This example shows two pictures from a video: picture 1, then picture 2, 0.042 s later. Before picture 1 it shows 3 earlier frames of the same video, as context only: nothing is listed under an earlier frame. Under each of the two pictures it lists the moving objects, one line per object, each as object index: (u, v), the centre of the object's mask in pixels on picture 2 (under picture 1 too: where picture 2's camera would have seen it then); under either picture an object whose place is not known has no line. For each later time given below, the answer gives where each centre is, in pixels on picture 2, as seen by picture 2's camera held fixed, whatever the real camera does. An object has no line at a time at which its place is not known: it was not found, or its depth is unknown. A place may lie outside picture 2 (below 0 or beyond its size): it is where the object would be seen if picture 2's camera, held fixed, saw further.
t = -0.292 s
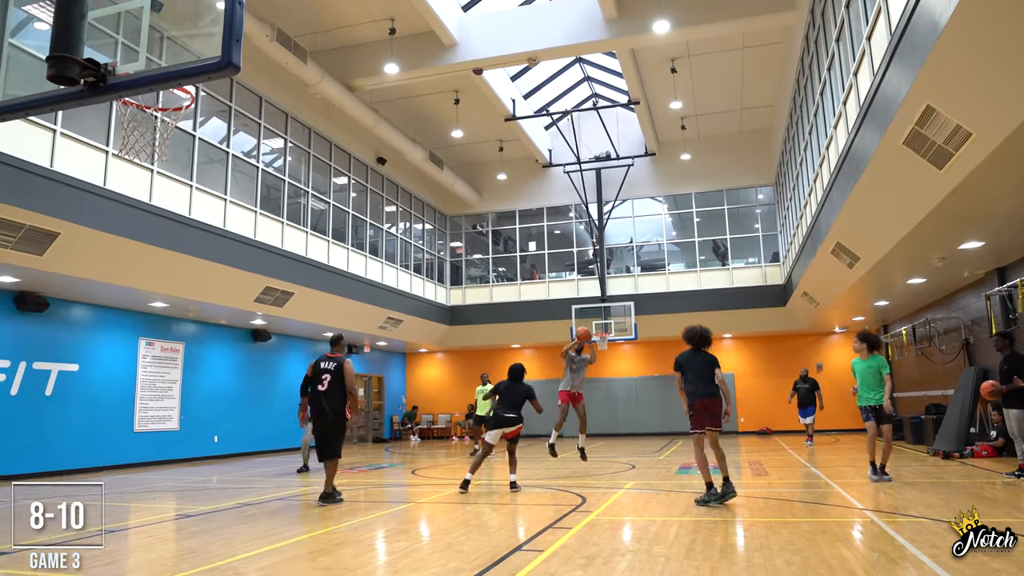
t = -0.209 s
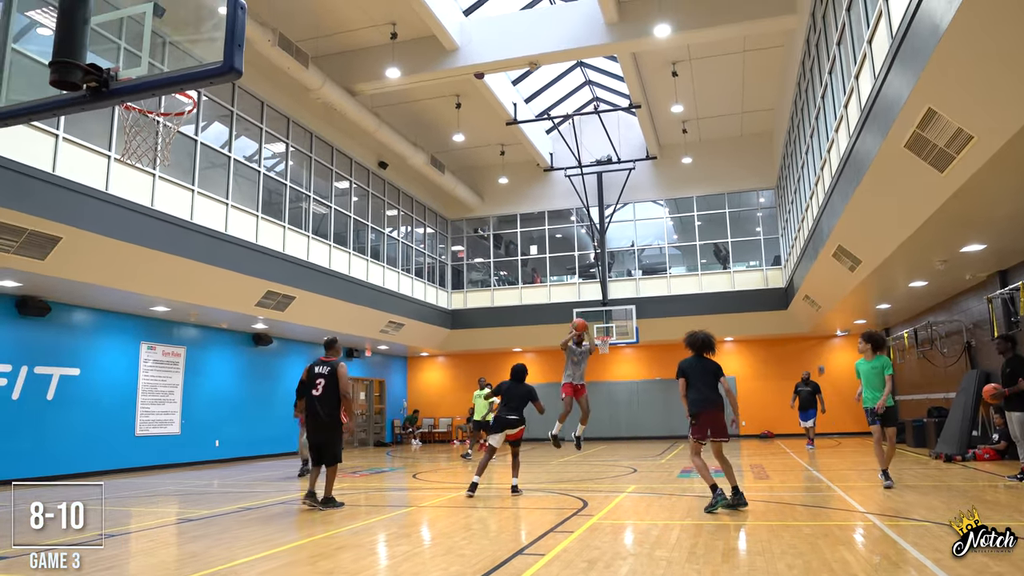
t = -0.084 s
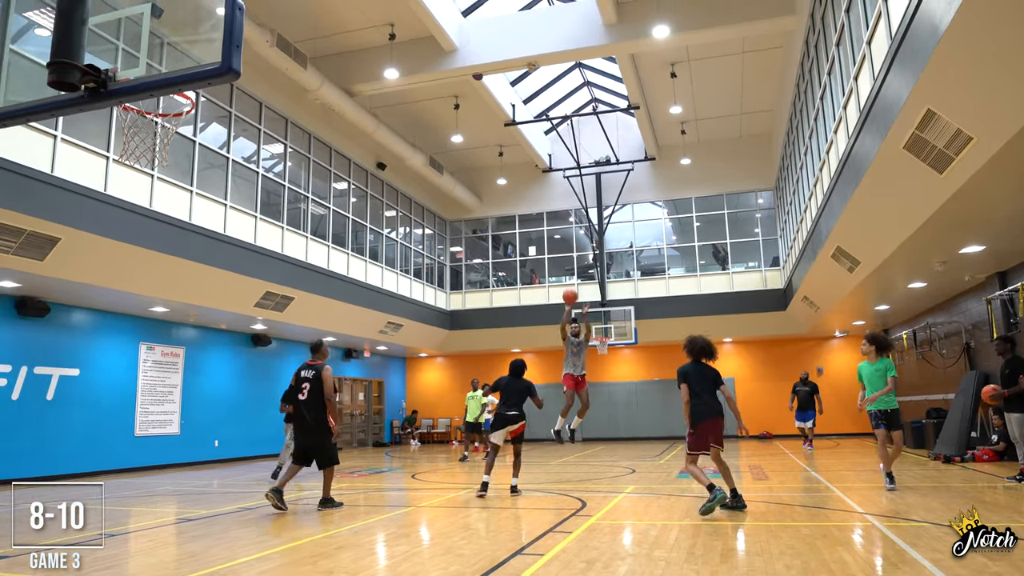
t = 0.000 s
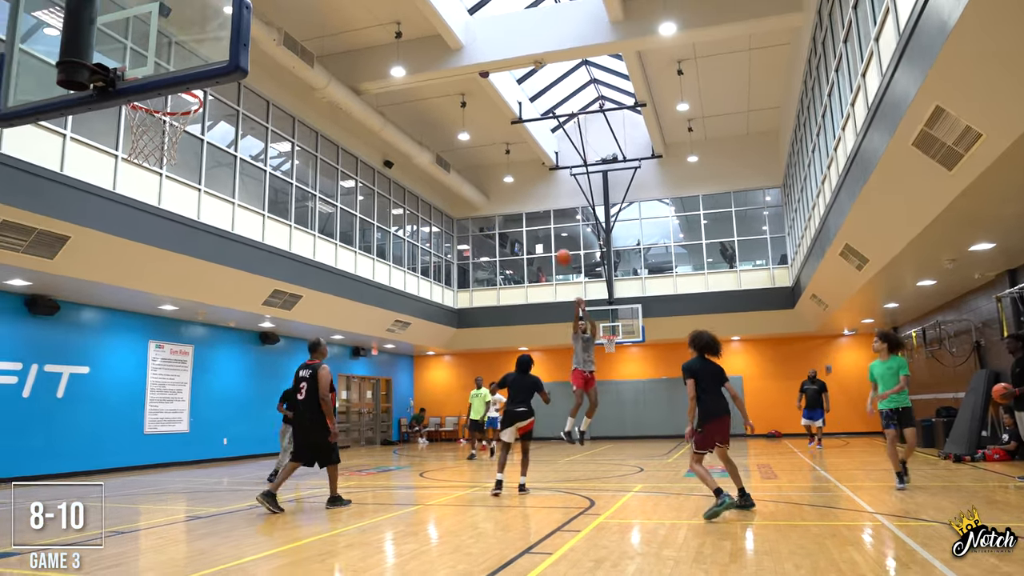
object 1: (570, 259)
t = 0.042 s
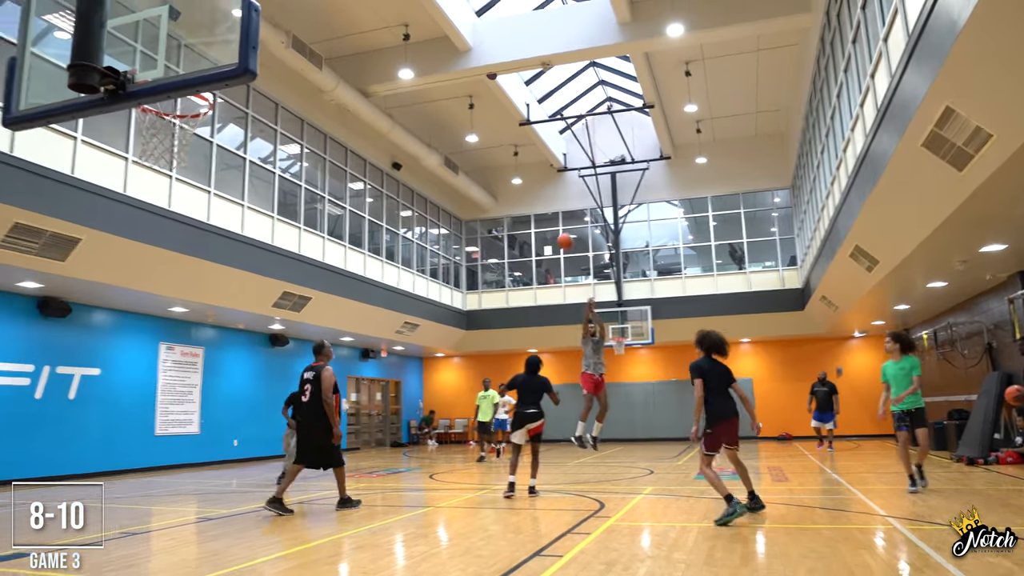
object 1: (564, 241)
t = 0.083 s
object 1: (559, 223)
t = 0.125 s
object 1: (551, 207)
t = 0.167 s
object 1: (544, 191)
